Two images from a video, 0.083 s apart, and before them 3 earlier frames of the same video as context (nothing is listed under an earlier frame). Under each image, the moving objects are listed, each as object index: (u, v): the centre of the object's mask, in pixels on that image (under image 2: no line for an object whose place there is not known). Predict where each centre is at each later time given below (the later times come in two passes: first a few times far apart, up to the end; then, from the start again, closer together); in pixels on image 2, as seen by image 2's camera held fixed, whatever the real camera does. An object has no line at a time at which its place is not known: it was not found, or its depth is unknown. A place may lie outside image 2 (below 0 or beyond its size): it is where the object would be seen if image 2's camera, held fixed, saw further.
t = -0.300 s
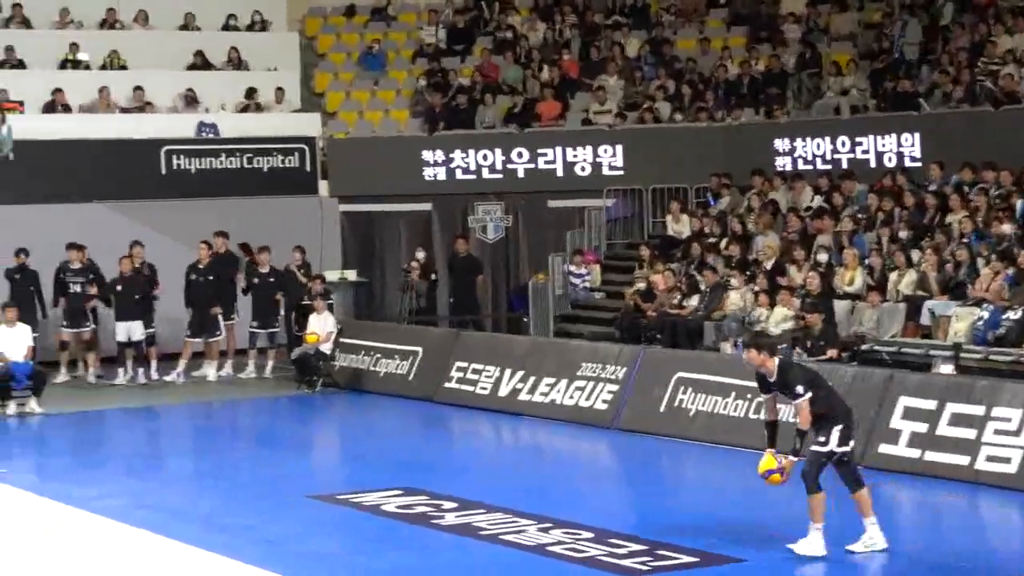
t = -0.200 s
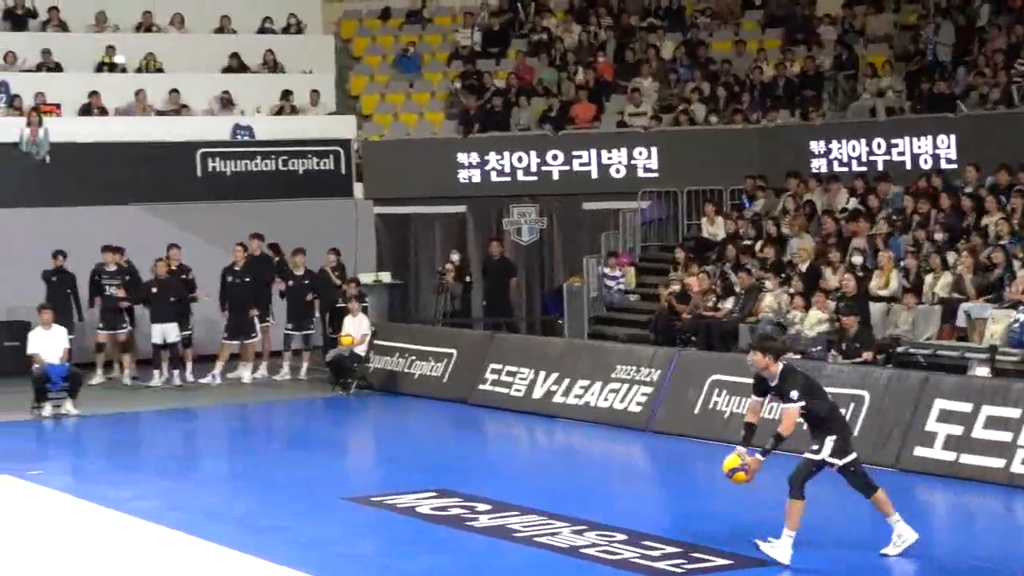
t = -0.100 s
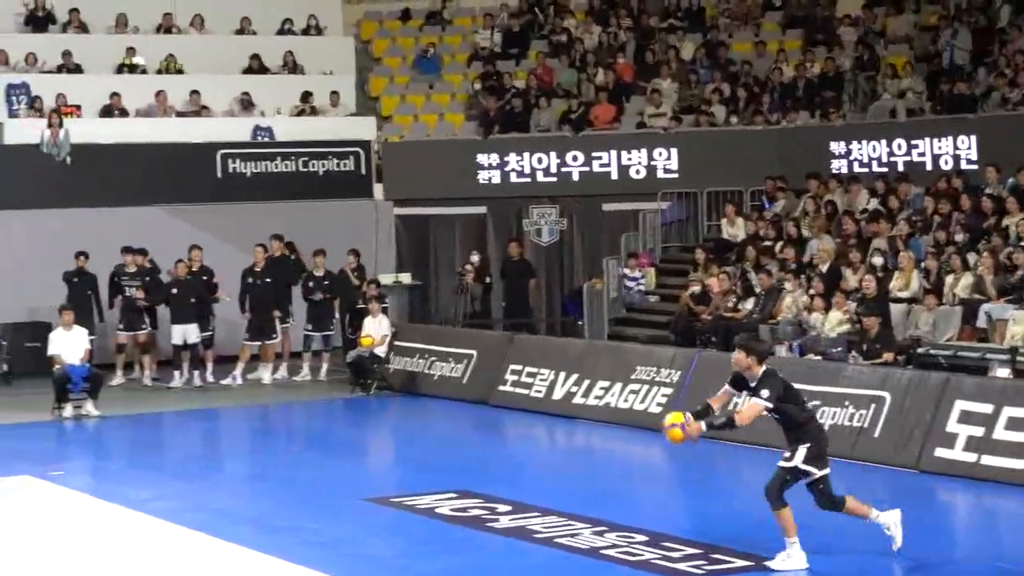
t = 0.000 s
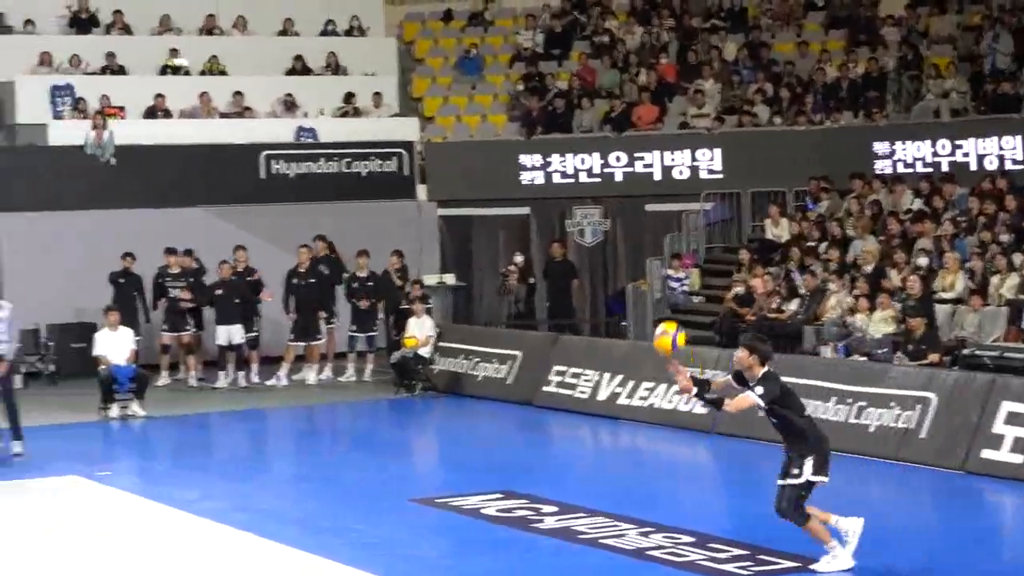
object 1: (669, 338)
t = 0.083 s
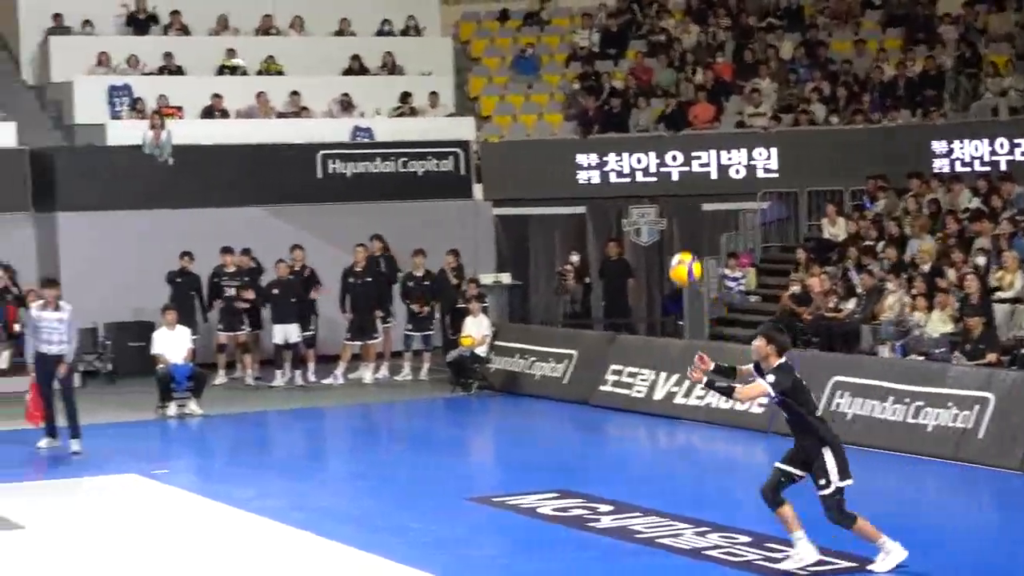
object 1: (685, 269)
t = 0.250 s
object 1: (608, 161)
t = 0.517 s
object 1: (493, 74)
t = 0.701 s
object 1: (415, 74)
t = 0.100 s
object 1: (677, 256)
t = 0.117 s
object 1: (669, 244)
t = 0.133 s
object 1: (661, 232)
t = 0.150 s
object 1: (654, 221)
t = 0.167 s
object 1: (646, 210)
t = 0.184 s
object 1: (639, 200)
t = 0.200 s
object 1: (632, 190)
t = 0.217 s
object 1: (624, 180)
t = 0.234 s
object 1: (616, 171)
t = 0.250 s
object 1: (608, 161)
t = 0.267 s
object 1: (601, 153)
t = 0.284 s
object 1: (594, 144)
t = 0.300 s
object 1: (587, 136)
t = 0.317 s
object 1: (579, 129)
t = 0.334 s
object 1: (572, 122)
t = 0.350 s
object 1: (565, 116)
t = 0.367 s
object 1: (558, 109)
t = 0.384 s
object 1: (551, 104)
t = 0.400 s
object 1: (543, 98)
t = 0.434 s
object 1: (529, 90)
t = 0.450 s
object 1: (521, 86)
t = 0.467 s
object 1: (514, 83)
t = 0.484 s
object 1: (507, 80)
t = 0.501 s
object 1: (500, 77)
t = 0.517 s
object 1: (493, 74)
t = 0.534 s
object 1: (486, 72)
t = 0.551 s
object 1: (478, 70)
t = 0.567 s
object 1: (472, 69)
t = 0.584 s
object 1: (464, 69)
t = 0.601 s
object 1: (458, 67)
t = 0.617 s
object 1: (451, 68)
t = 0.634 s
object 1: (444, 69)
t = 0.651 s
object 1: (436, 69)
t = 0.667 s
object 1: (429, 70)
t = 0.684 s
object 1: (422, 72)
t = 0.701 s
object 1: (415, 74)
